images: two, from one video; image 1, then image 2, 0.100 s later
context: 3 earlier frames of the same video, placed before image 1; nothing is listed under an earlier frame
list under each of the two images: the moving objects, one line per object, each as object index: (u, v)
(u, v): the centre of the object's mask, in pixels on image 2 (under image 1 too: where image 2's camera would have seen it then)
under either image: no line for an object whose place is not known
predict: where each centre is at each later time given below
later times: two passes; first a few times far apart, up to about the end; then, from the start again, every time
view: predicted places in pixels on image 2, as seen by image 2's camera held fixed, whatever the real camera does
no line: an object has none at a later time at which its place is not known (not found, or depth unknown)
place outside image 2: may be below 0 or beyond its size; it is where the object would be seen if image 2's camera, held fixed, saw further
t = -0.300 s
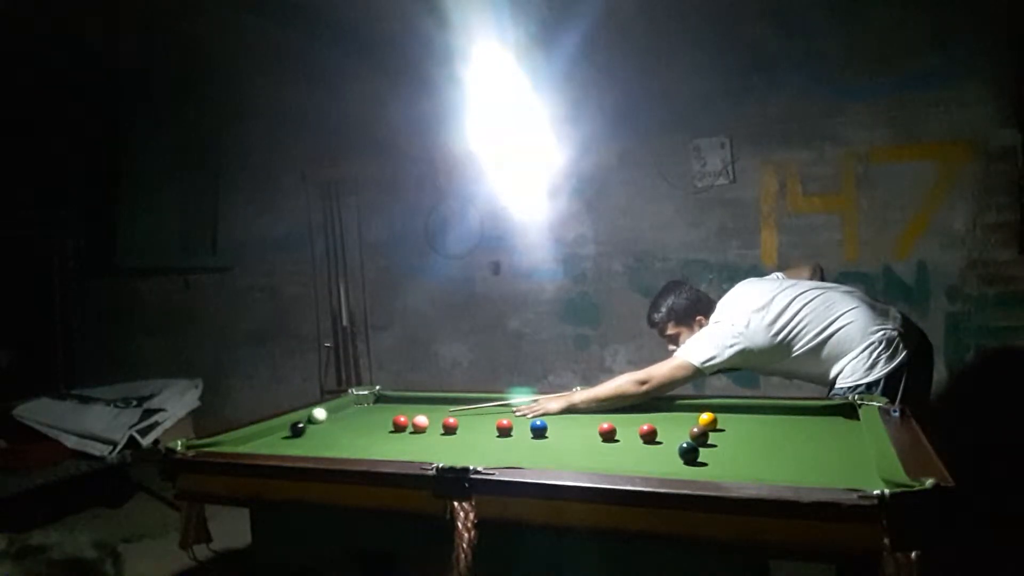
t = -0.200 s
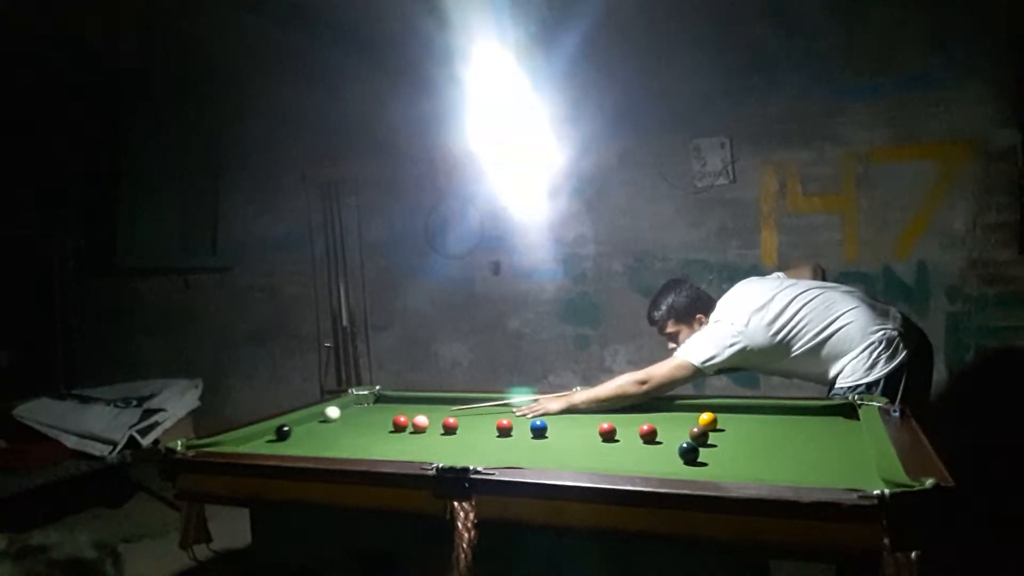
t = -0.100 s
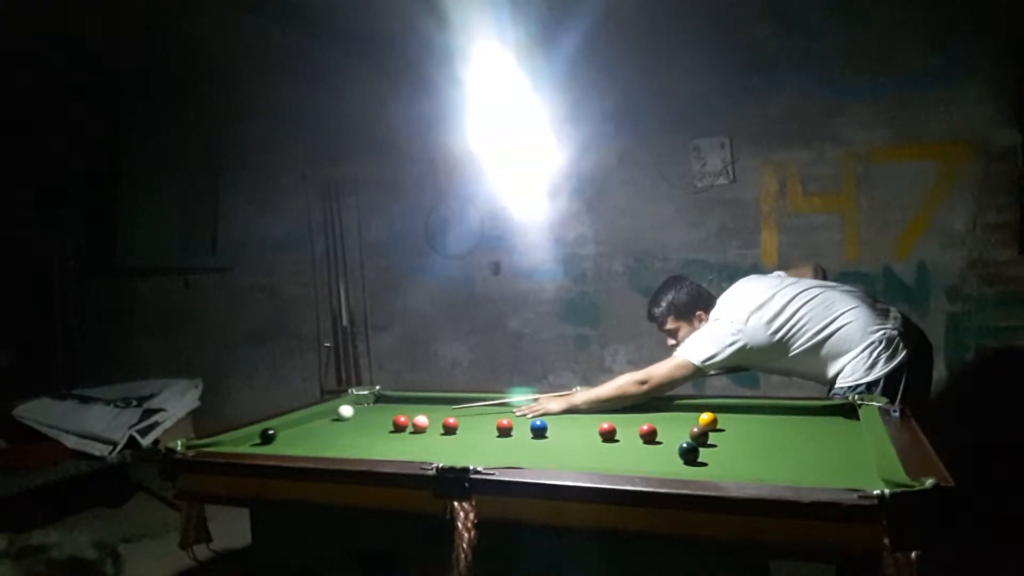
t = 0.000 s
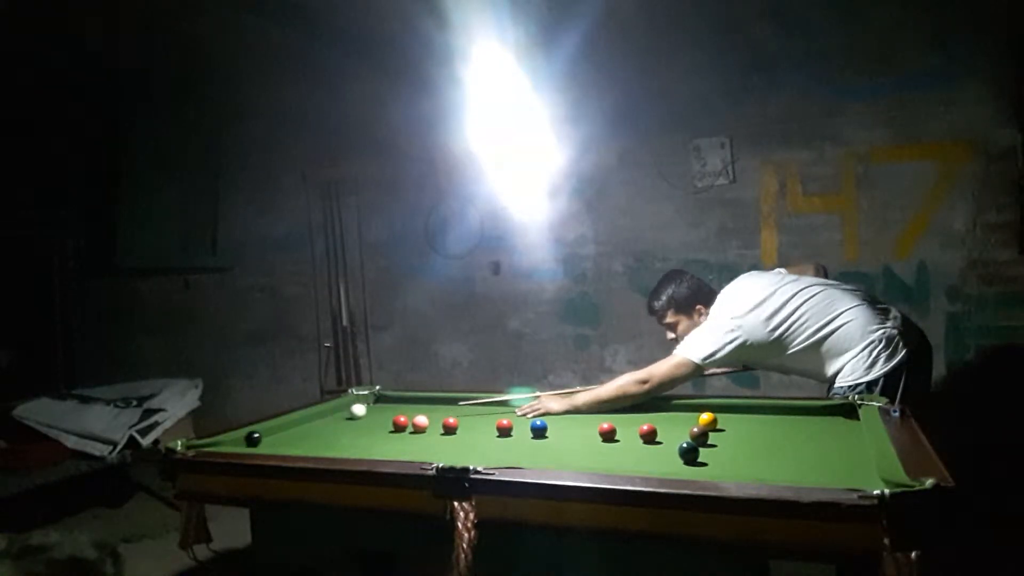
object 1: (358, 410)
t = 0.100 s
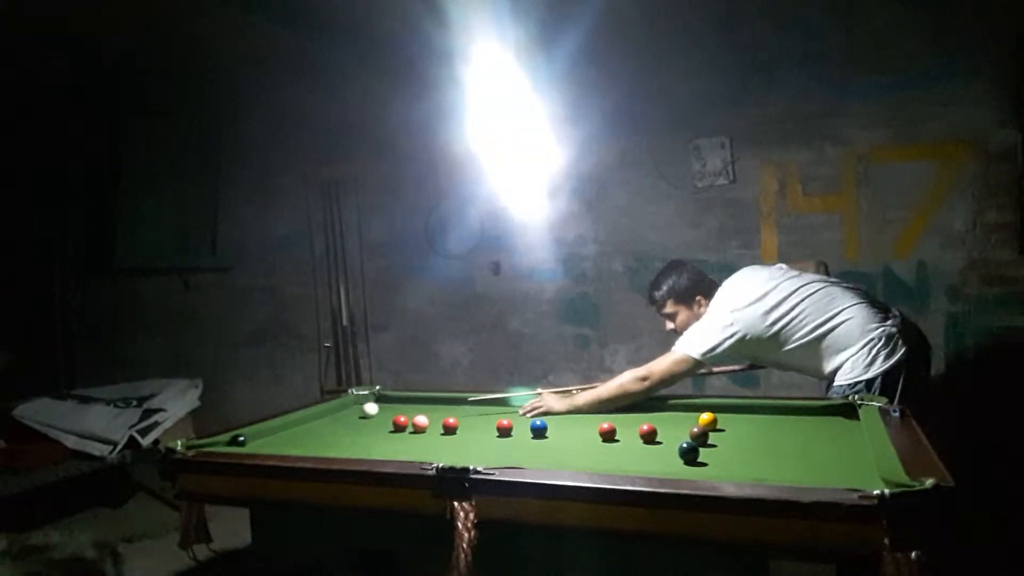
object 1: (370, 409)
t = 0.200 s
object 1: (382, 408)
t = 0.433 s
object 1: (407, 405)
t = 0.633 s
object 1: (427, 403)
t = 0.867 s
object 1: (447, 402)
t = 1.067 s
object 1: (462, 400)
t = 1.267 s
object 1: (475, 399)
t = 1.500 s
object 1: (486, 399)
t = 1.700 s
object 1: (491, 399)
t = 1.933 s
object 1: (496, 400)
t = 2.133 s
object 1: (499, 400)
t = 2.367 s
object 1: (501, 401)
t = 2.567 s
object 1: (501, 401)
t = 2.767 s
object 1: (501, 401)
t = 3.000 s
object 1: (501, 401)
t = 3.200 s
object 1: (501, 401)
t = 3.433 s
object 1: (501, 401)
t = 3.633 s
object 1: (501, 401)
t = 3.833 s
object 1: (501, 401)
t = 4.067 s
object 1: (501, 401)
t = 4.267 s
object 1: (501, 401)
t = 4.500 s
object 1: (501, 401)
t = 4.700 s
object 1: (501, 401)
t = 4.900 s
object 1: (501, 401)
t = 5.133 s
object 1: (501, 401)
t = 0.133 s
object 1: (374, 409)
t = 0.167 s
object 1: (378, 408)
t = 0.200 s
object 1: (382, 408)
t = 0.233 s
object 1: (386, 408)
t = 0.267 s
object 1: (390, 407)
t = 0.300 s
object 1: (393, 406)
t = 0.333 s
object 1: (397, 406)
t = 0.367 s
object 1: (401, 405)
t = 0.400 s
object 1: (404, 405)
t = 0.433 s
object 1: (407, 405)
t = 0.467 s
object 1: (411, 405)
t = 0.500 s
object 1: (414, 404)
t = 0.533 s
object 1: (417, 404)
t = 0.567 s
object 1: (420, 404)
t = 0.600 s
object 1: (424, 404)
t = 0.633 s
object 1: (427, 403)
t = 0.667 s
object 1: (430, 403)
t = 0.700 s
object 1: (433, 403)
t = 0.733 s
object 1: (436, 402)
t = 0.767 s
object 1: (439, 402)
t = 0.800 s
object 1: (441, 402)
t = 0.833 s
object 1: (444, 402)
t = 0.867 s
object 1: (447, 402)
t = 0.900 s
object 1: (449, 401)
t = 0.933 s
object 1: (452, 401)
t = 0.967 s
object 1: (455, 401)
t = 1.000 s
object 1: (457, 401)
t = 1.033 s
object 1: (460, 400)
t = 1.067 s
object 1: (462, 400)
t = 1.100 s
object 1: (464, 400)
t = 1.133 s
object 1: (467, 400)
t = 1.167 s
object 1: (469, 399)
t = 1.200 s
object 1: (471, 399)
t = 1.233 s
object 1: (473, 399)
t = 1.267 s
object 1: (475, 399)
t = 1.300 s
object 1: (477, 399)
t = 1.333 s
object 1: (479, 399)
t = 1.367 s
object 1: (481, 399)
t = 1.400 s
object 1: (483, 399)
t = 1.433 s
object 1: (484, 398)
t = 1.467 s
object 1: (485, 398)
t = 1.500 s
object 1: (486, 399)
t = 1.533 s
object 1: (487, 398)
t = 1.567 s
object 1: (488, 399)
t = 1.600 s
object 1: (488, 399)
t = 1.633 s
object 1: (489, 399)
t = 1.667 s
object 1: (490, 399)
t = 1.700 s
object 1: (491, 399)
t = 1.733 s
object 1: (491, 399)
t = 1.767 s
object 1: (492, 399)
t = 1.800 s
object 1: (493, 399)
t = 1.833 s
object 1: (494, 399)
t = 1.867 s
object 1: (494, 400)
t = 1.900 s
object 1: (495, 400)
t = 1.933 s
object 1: (496, 400)
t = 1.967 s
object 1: (496, 400)
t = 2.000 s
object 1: (497, 400)
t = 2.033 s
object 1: (497, 400)
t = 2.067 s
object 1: (498, 400)
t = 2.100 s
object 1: (498, 400)
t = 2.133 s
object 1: (499, 400)
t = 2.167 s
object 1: (499, 400)
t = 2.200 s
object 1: (499, 401)
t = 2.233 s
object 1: (500, 401)
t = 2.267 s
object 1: (500, 401)
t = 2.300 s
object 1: (500, 401)
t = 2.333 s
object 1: (501, 401)
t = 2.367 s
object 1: (501, 401)
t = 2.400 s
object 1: (501, 401)
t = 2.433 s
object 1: (501, 401)
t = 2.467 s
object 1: (501, 401)
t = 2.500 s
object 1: (501, 401)
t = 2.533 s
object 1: (501, 401)
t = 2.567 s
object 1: (501, 401)
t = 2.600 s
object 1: (501, 401)
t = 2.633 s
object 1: (501, 401)
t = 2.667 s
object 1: (501, 401)
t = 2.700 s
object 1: (501, 401)
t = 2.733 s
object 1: (501, 401)
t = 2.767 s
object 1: (501, 401)
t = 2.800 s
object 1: (501, 401)
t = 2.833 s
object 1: (501, 401)
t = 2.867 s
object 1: (501, 401)
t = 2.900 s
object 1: (501, 401)
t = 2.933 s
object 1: (501, 401)
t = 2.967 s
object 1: (501, 401)
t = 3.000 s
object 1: (501, 401)
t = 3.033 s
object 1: (501, 401)
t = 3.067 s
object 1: (501, 401)
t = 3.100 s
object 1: (501, 401)
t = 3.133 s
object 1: (501, 401)
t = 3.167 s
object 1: (501, 401)
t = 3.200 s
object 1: (501, 401)
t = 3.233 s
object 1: (501, 401)
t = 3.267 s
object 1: (501, 401)
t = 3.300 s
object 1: (501, 401)
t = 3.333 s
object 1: (501, 401)
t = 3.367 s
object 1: (501, 401)
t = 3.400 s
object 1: (501, 401)
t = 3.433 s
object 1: (501, 401)
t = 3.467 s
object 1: (501, 401)
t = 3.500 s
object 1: (501, 401)
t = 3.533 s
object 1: (501, 401)
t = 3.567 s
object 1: (501, 401)
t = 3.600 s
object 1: (501, 401)
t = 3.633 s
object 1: (501, 401)
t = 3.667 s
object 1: (501, 401)
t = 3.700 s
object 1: (501, 401)
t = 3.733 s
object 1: (501, 401)
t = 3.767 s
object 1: (501, 401)
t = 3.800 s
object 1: (501, 401)
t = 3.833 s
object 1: (501, 401)
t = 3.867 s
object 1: (501, 401)
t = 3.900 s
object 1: (501, 401)
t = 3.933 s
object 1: (501, 401)
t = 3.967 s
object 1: (501, 401)
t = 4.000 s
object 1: (501, 401)
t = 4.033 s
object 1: (501, 401)
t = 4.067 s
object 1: (501, 401)
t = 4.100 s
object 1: (501, 401)
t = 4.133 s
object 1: (501, 401)
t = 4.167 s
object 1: (501, 401)
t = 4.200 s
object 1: (501, 401)
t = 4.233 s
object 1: (501, 401)
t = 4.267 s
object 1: (501, 401)
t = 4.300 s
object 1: (501, 401)
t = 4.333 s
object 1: (501, 401)
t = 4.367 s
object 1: (501, 401)
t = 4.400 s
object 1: (501, 401)
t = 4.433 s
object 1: (501, 401)
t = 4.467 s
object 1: (501, 401)
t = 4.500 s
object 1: (501, 401)
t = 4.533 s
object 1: (501, 401)
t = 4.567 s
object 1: (501, 401)
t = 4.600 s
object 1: (501, 401)
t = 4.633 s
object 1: (501, 401)
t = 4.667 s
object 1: (501, 401)
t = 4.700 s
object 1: (501, 401)
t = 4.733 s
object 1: (501, 401)
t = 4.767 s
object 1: (501, 401)
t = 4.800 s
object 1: (501, 401)
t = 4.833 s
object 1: (501, 401)
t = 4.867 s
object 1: (501, 401)
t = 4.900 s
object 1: (501, 401)
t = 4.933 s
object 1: (501, 401)
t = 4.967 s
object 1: (501, 401)
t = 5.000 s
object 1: (501, 401)
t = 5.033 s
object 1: (501, 401)
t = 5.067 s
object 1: (501, 401)
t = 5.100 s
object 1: (501, 401)
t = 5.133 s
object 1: (501, 401)
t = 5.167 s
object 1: (501, 401)
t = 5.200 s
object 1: (501, 401)
